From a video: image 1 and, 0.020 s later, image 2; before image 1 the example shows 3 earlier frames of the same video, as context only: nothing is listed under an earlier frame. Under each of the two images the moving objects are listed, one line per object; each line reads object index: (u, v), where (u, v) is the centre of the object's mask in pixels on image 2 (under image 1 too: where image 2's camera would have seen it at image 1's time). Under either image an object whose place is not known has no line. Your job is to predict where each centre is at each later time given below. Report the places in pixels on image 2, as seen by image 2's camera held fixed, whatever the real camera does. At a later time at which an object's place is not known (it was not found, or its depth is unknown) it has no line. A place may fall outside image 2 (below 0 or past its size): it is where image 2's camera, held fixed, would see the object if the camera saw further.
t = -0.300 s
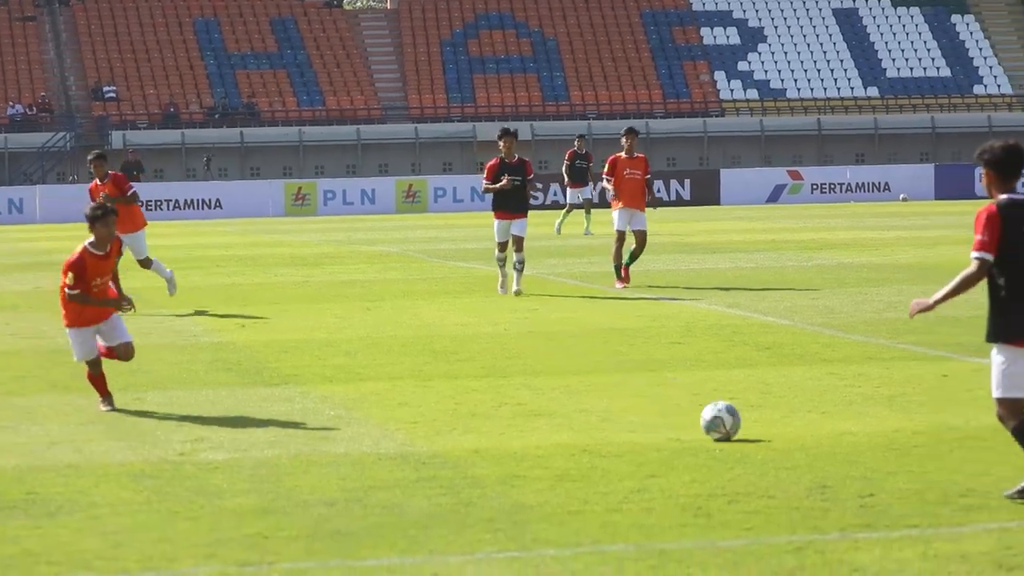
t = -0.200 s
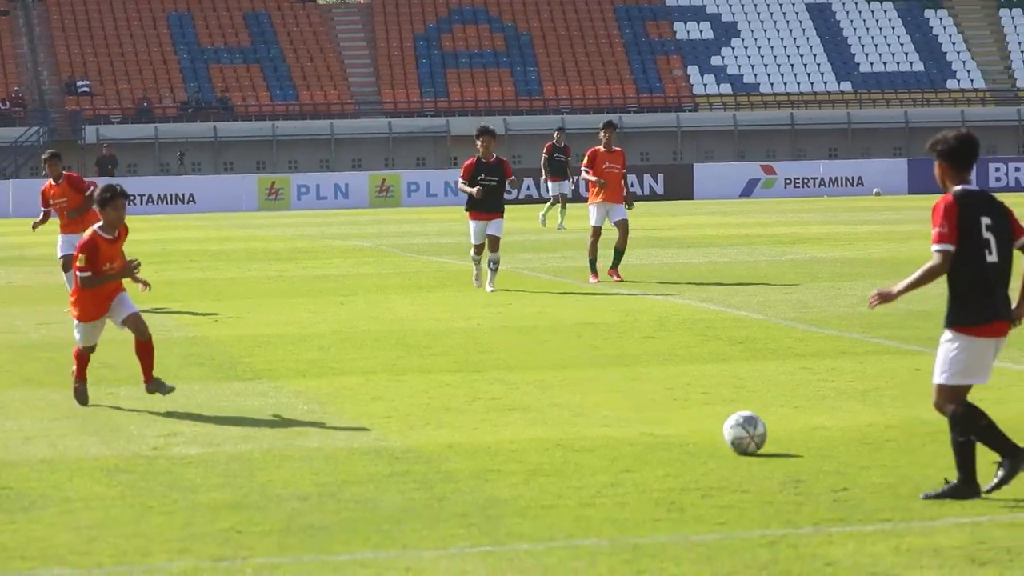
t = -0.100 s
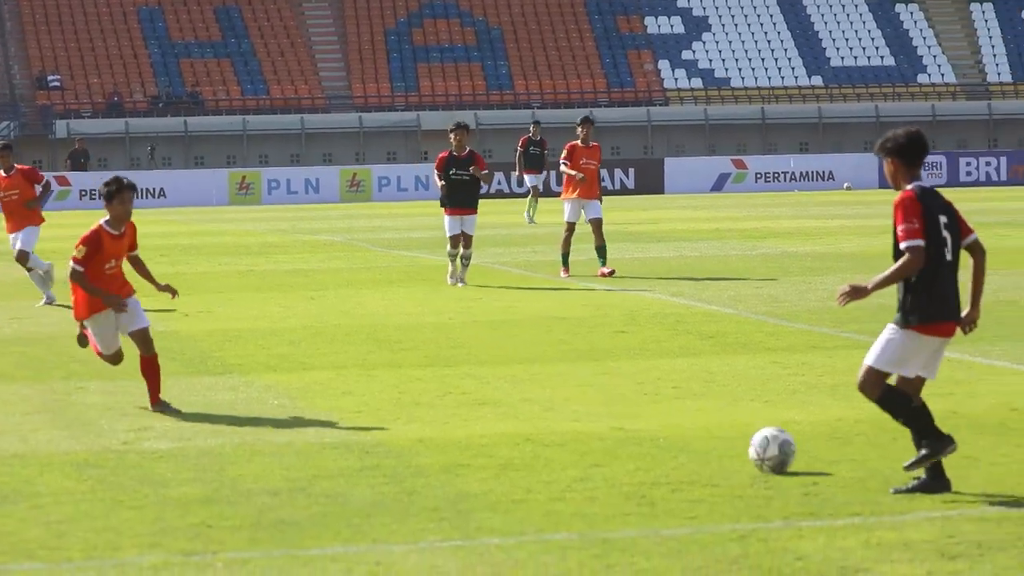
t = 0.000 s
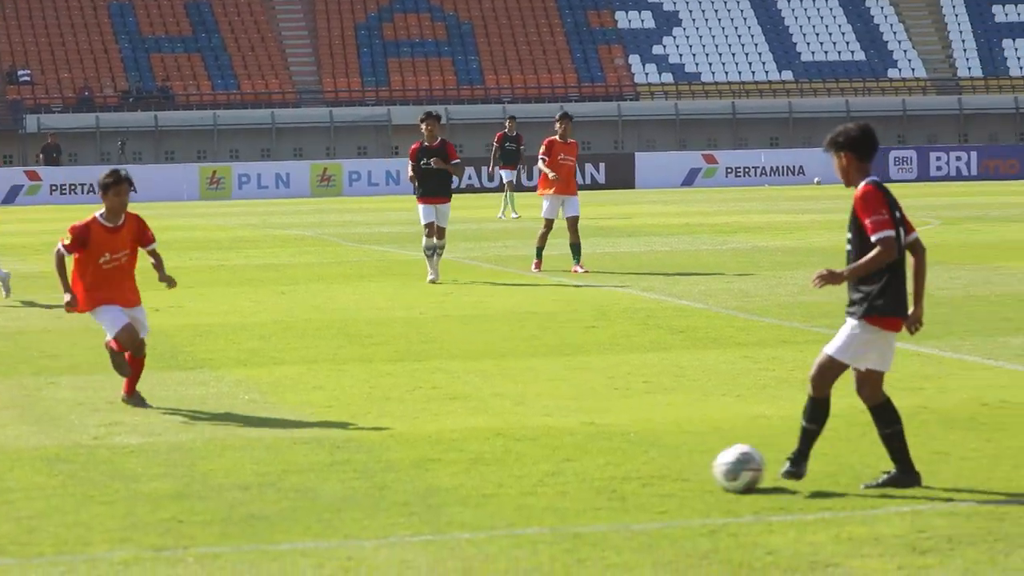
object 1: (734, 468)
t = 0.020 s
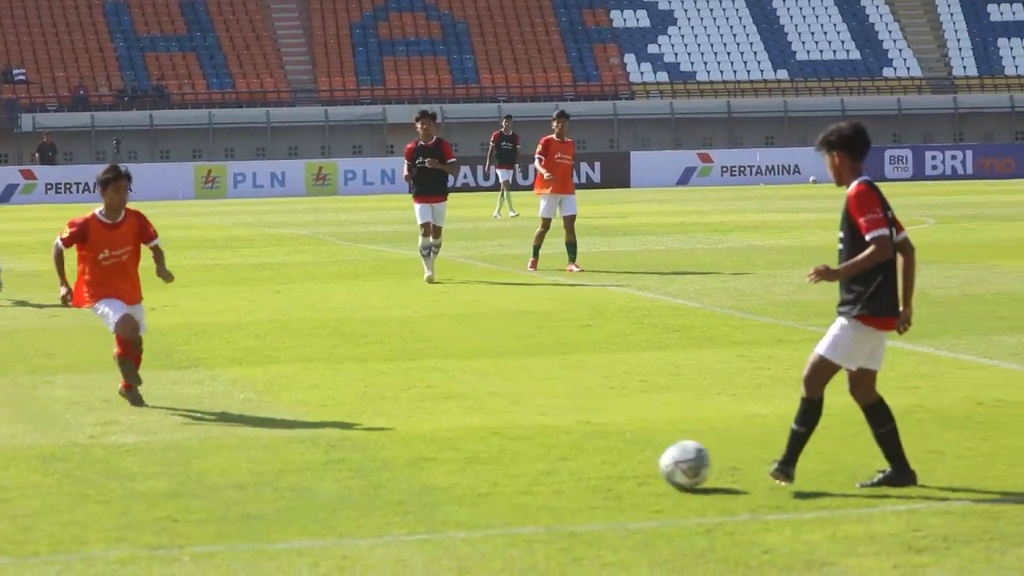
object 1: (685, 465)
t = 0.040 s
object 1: (636, 461)
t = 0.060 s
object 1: (587, 459)
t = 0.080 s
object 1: (539, 458)
